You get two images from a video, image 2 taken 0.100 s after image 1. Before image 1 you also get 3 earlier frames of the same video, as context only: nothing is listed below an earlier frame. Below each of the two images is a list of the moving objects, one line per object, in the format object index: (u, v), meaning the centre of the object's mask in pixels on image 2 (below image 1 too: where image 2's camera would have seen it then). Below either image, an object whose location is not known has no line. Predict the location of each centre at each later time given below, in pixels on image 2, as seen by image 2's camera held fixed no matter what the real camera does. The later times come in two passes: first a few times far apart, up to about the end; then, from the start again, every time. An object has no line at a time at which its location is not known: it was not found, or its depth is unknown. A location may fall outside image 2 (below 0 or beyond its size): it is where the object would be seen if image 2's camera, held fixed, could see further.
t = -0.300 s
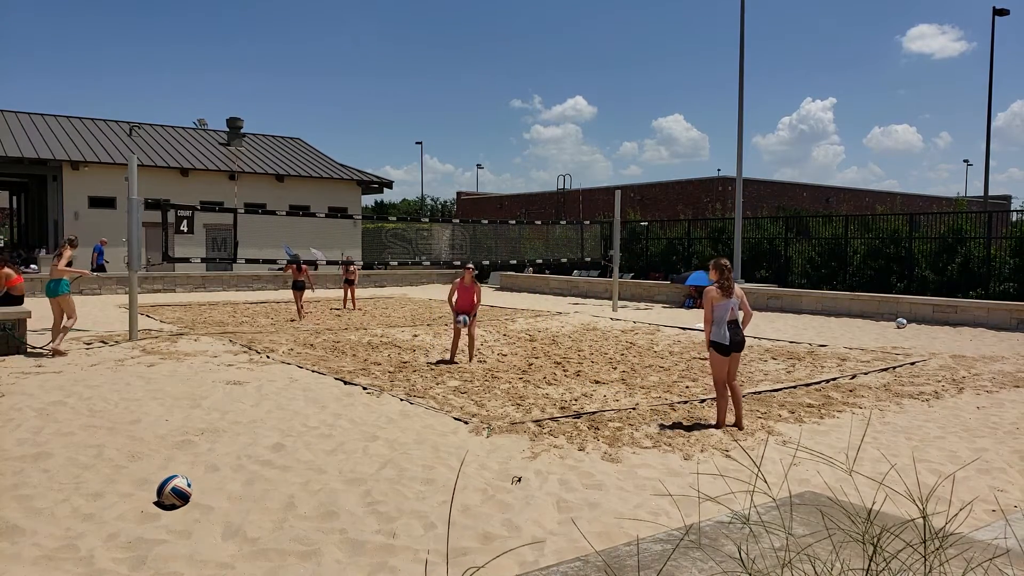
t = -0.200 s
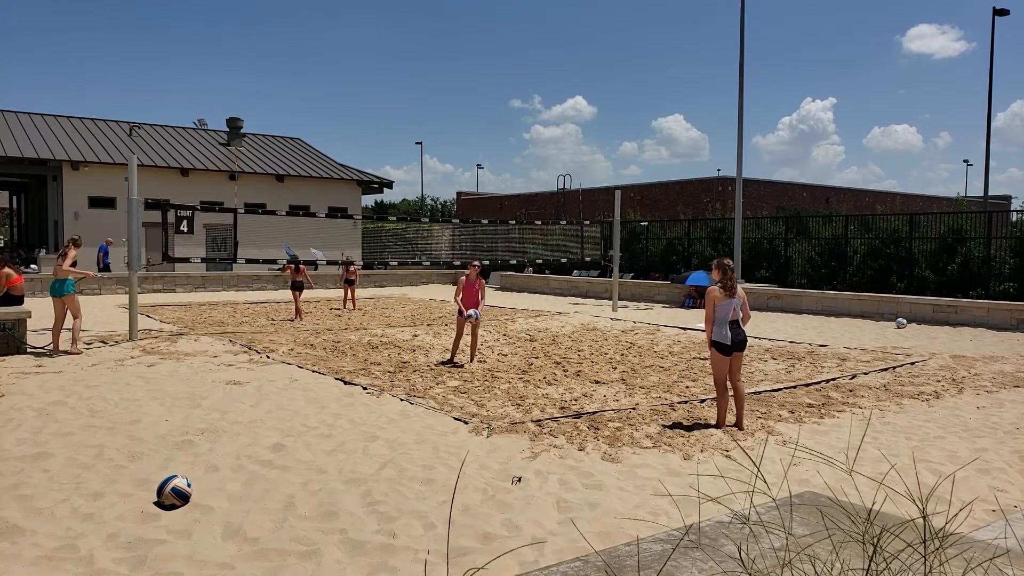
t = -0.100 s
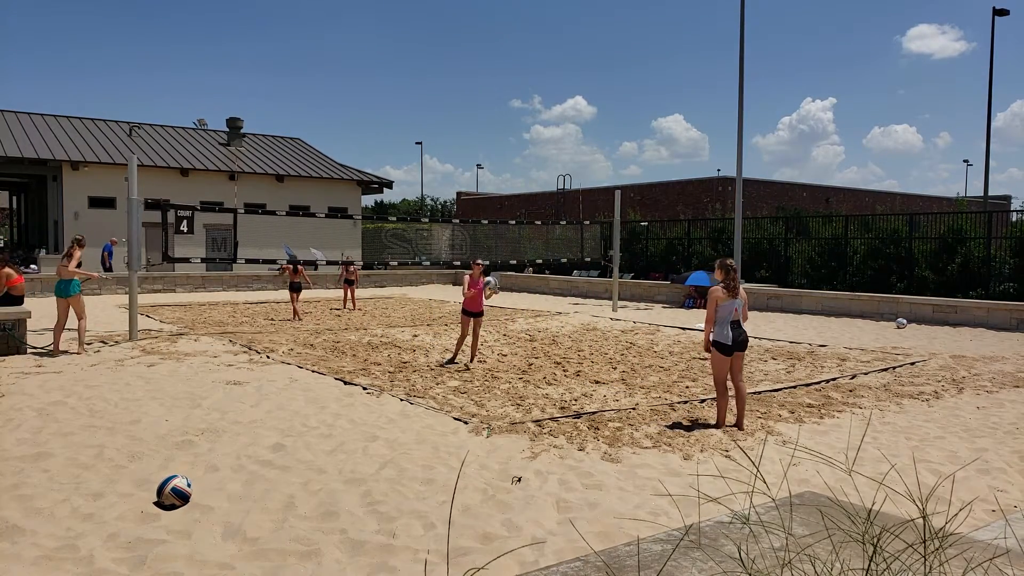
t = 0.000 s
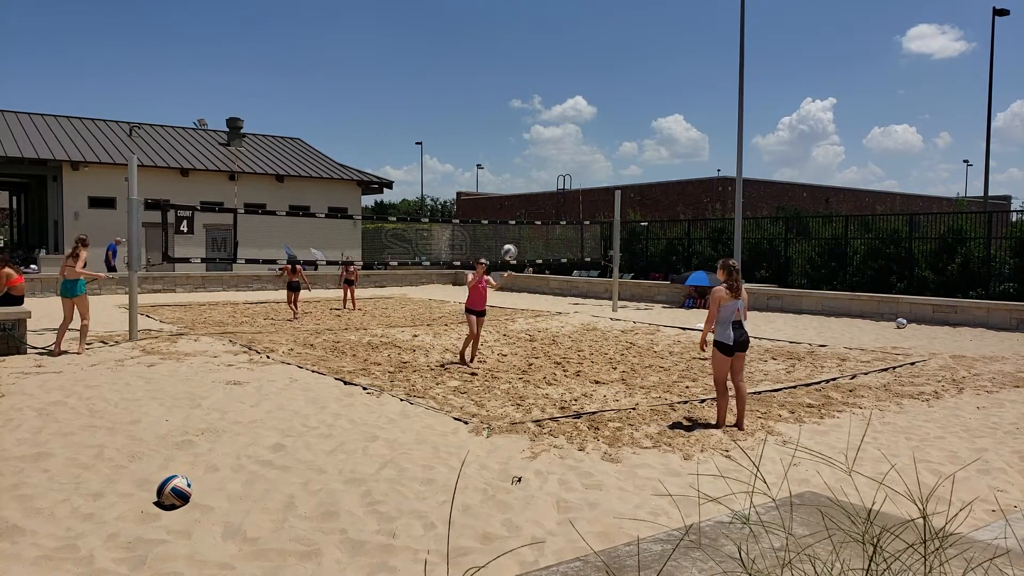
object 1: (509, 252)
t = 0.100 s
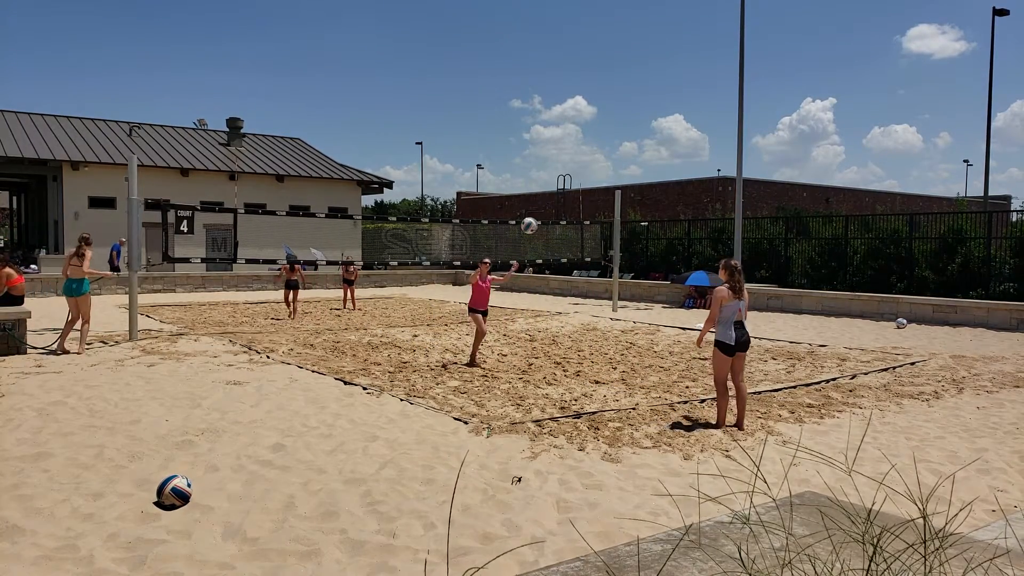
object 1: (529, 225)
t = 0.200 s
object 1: (550, 205)
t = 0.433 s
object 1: (605, 187)
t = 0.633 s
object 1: (656, 209)
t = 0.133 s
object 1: (536, 218)
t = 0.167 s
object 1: (543, 211)
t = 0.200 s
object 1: (550, 205)
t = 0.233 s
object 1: (558, 200)
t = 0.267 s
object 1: (565, 196)
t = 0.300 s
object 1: (573, 193)
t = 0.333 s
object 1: (580, 190)
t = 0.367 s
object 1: (588, 188)
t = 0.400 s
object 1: (596, 187)
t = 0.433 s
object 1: (605, 187)
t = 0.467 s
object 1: (613, 188)
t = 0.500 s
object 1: (621, 190)
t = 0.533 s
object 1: (630, 193)
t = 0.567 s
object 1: (639, 197)
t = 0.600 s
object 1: (647, 203)
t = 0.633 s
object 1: (656, 209)
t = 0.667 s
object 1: (665, 217)
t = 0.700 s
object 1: (675, 226)
